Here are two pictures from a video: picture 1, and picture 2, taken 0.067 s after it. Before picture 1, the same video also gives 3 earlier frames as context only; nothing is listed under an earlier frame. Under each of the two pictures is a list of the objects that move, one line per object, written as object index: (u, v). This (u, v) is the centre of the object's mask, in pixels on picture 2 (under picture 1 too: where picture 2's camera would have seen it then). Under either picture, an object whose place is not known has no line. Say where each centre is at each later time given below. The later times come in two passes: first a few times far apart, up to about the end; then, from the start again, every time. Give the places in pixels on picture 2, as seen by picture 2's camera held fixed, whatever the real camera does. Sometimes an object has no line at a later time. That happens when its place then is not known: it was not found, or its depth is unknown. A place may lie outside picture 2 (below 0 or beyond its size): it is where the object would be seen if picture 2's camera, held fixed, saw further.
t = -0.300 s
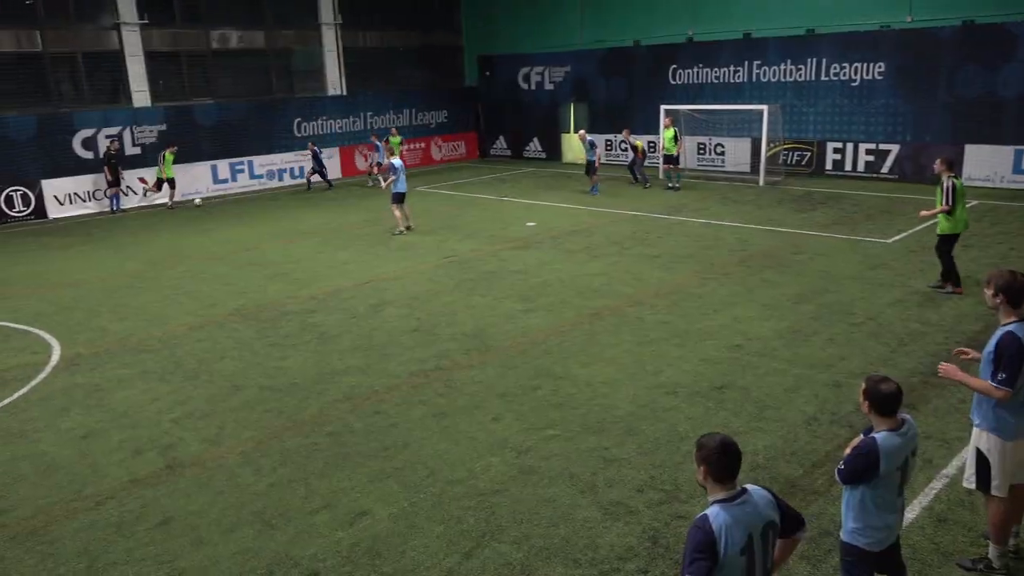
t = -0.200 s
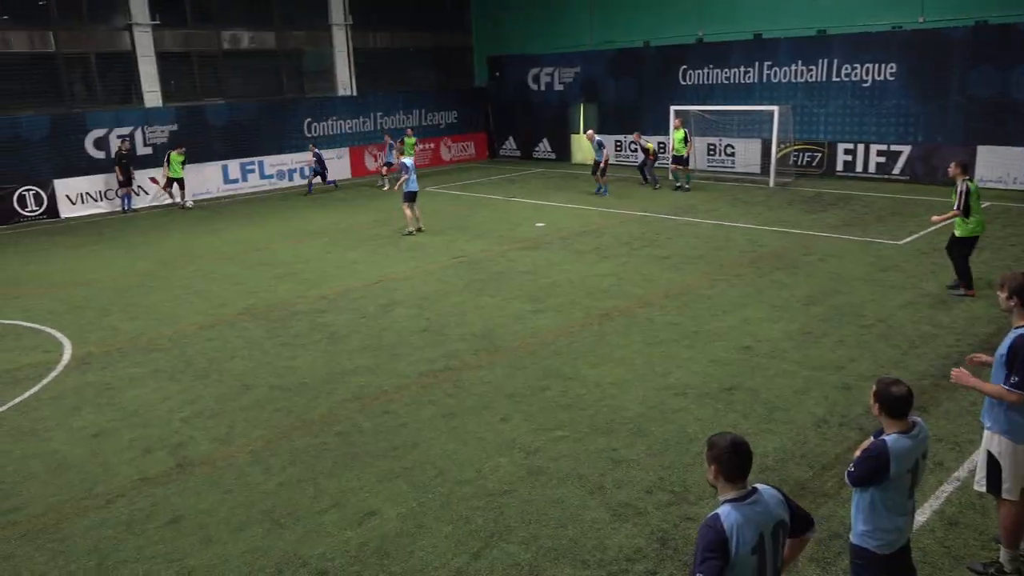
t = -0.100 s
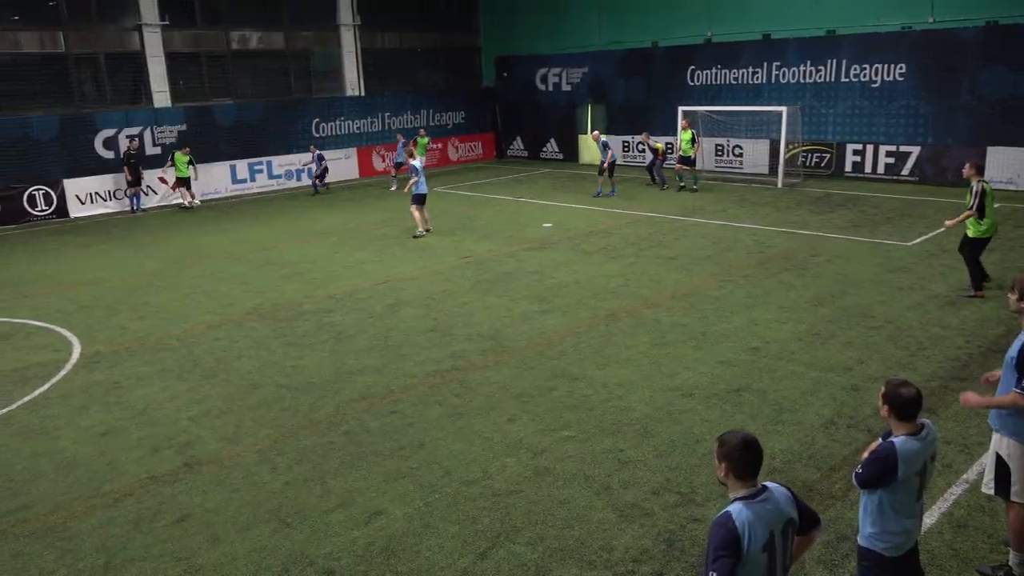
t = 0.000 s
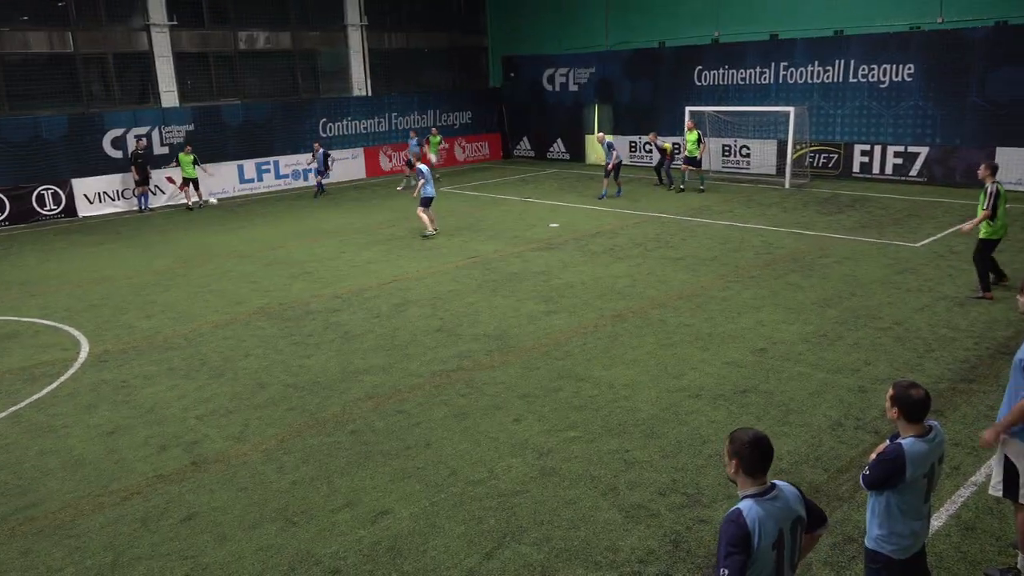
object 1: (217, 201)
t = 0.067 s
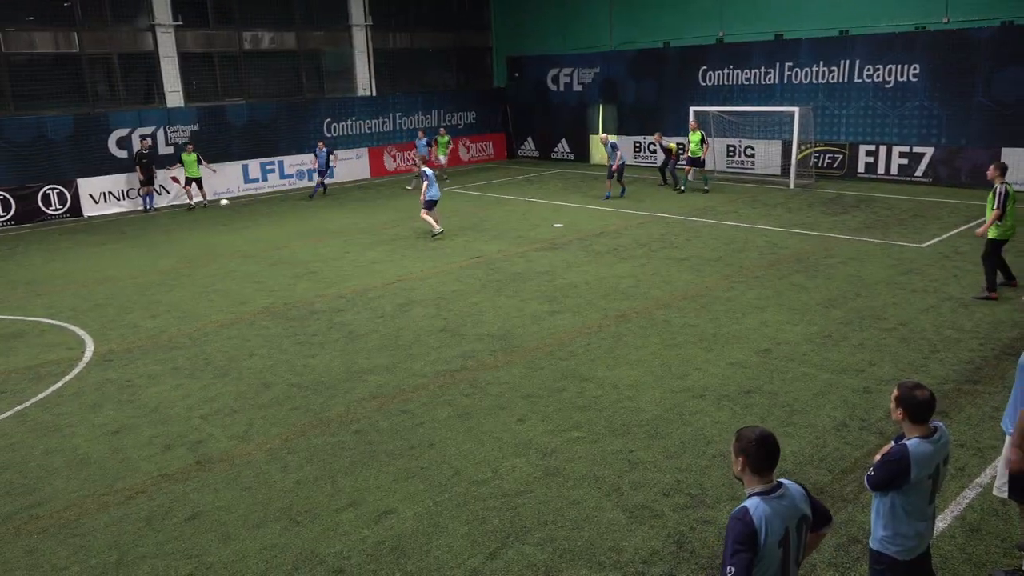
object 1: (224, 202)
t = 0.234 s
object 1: (244, 216)
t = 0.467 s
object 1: (270, 241)
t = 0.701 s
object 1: (291, 263)
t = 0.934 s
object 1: (304, 281)
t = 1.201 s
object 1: (323, 304)
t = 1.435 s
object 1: (342, 327)
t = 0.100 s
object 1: (227, 204)
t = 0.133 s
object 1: (231, 206)
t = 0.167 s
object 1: (235, 209)
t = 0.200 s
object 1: (240, 212)
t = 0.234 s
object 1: (244, 216)
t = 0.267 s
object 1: (249, 222)
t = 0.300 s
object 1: (253, 227)
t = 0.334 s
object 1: (258, 233)
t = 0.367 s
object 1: (263, 240)
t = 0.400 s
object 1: (266, 240)
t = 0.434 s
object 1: (268, 240)
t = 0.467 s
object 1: (270, 241)
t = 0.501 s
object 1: (273, 242)
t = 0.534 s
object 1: (276, 244)
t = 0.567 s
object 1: (279, 247)
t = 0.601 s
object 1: (281, 250)
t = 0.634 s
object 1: (285, 254)
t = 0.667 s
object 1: (288, 260)
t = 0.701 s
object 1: (291, 263)
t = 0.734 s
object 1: (292, 264)
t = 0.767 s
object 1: (294, 264)
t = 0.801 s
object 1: (296, 266)
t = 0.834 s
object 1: (297, 268)
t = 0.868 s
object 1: (300, 271)
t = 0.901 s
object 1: (302, 275)
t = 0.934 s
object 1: (304, 281)
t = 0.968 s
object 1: (306, 283)
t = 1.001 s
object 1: (309, 286)
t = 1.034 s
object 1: (311, 289)
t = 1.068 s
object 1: (313, 291)
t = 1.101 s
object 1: (316, 294)
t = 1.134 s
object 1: (318, 297)
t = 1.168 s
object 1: (320, 300)
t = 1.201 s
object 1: (323, 304)
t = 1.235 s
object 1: (326, 307)
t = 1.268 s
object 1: (328, 309)
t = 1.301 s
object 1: (330, 312)
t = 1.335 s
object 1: (334, 317)
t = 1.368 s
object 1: (336, 321)
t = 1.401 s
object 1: (338, 324)
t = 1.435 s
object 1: (342, 327)
